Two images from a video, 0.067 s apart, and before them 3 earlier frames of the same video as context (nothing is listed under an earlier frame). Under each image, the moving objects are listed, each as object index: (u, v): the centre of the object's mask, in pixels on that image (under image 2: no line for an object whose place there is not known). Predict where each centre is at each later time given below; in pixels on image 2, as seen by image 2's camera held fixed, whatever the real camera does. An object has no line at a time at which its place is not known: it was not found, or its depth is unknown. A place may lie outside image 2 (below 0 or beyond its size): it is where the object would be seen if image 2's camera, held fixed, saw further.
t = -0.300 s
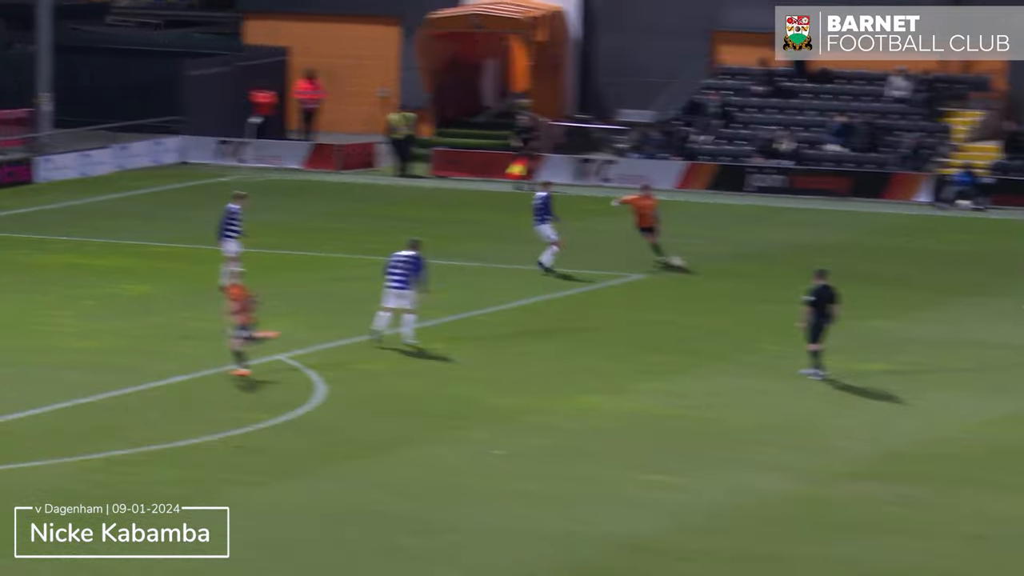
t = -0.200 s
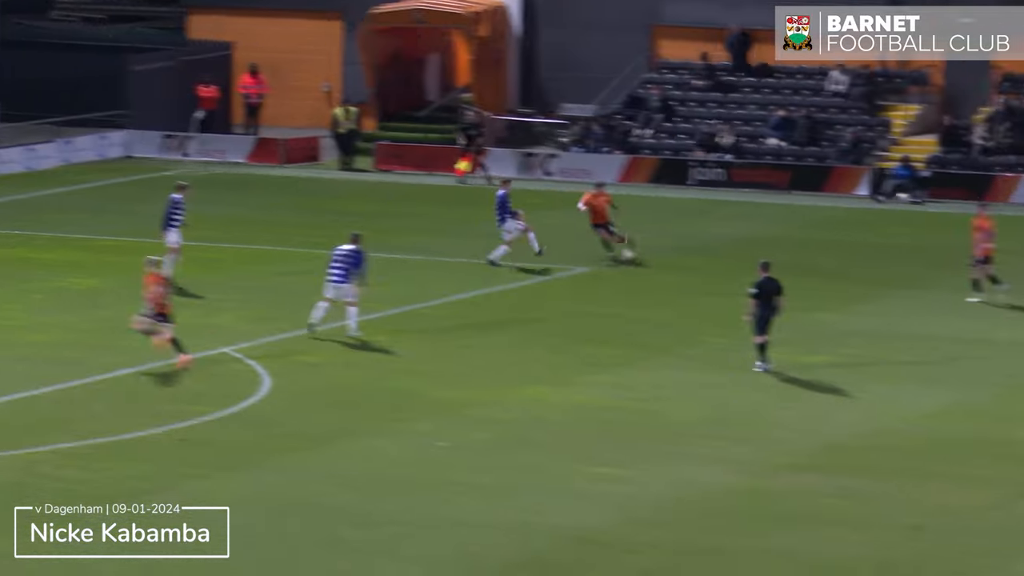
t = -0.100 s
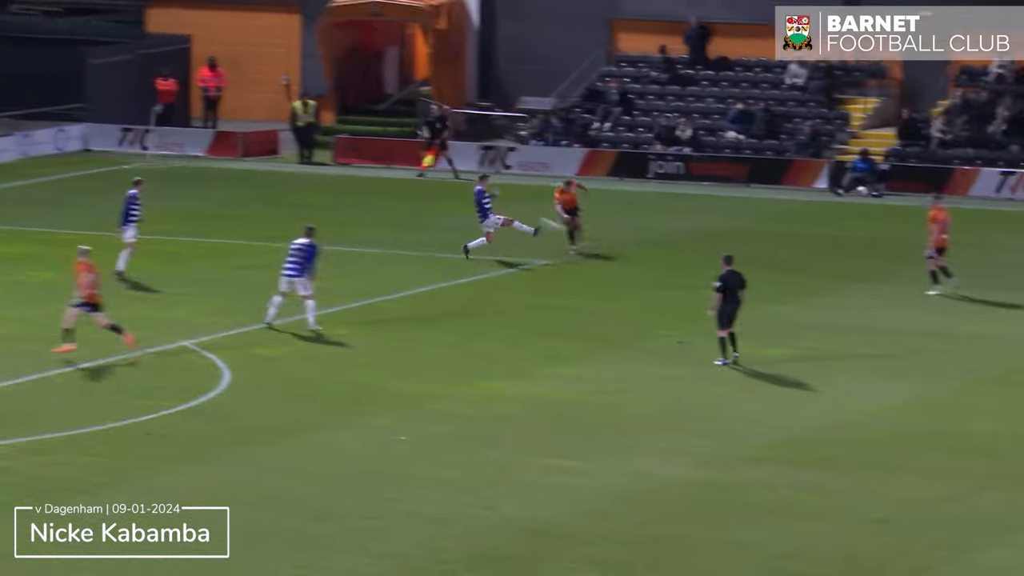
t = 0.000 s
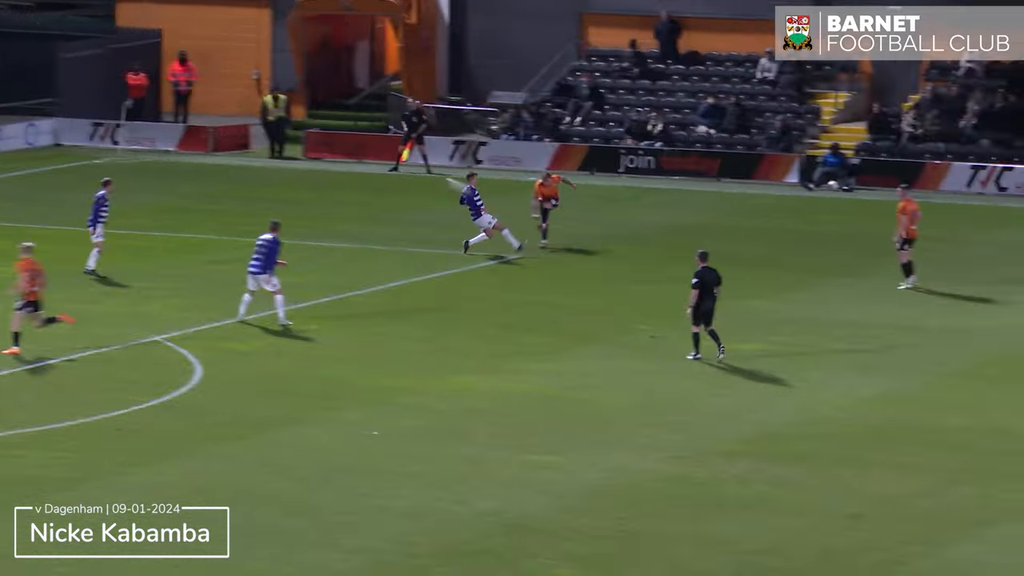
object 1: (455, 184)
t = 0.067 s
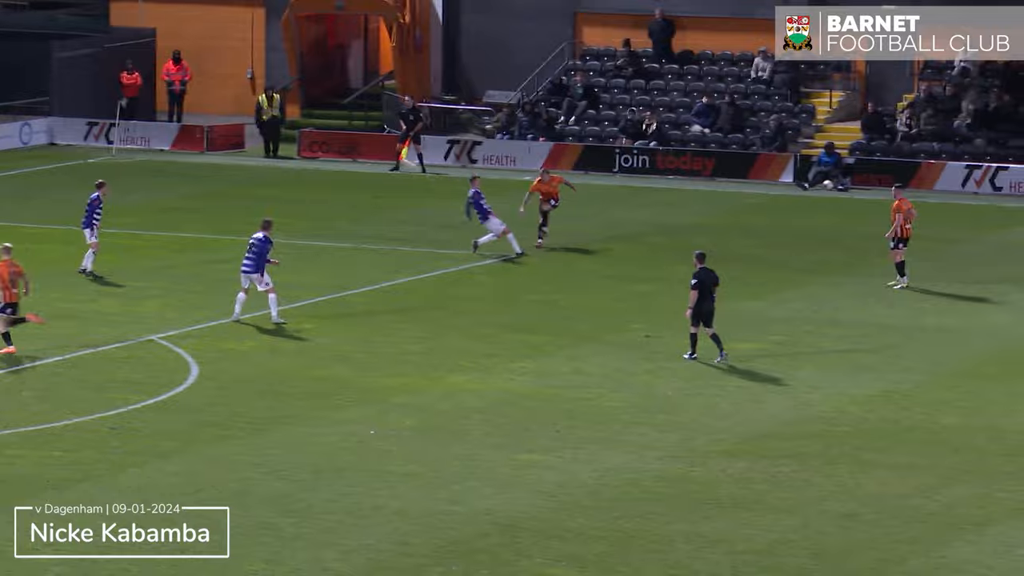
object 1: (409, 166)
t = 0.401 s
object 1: (174, 89)
